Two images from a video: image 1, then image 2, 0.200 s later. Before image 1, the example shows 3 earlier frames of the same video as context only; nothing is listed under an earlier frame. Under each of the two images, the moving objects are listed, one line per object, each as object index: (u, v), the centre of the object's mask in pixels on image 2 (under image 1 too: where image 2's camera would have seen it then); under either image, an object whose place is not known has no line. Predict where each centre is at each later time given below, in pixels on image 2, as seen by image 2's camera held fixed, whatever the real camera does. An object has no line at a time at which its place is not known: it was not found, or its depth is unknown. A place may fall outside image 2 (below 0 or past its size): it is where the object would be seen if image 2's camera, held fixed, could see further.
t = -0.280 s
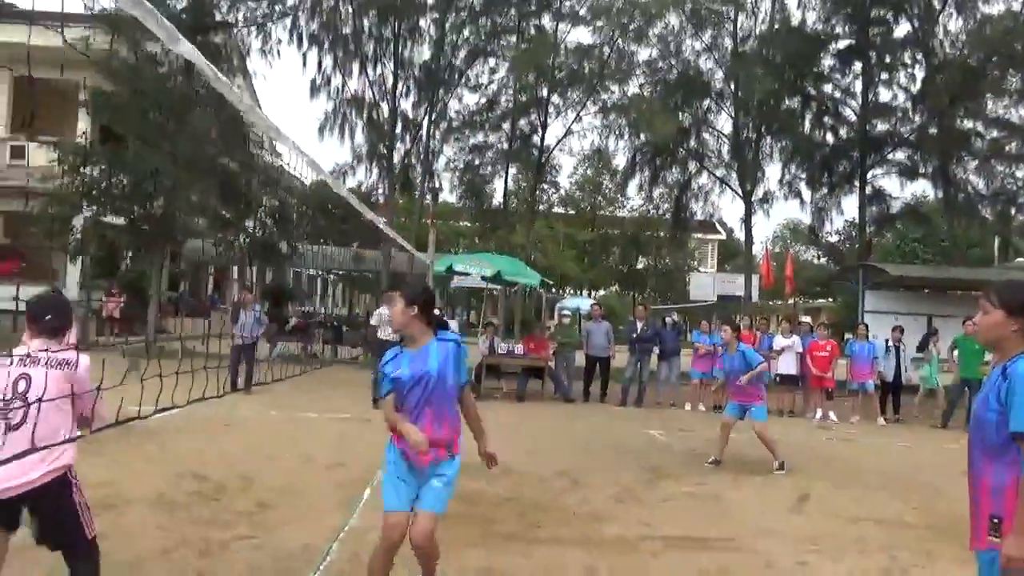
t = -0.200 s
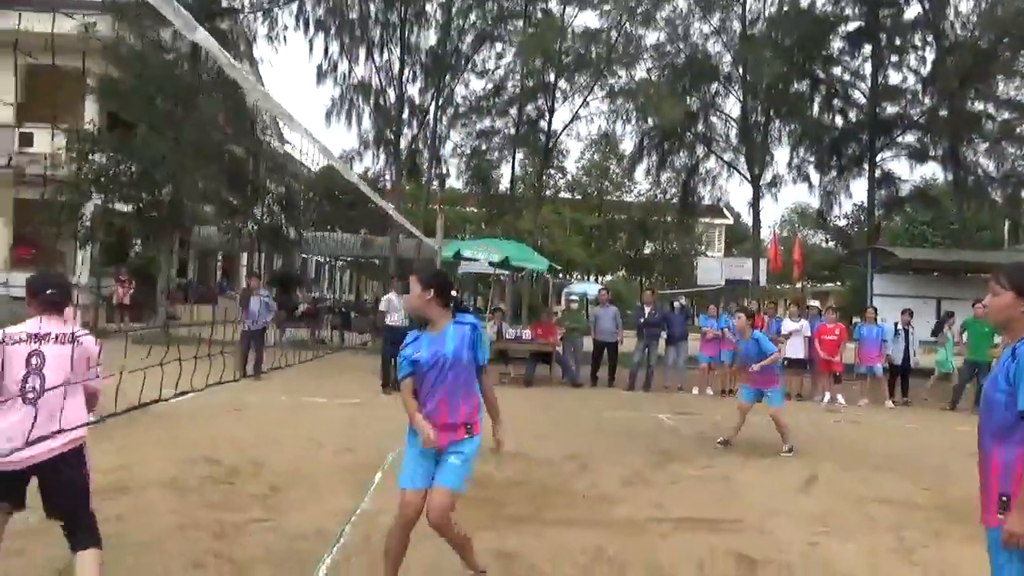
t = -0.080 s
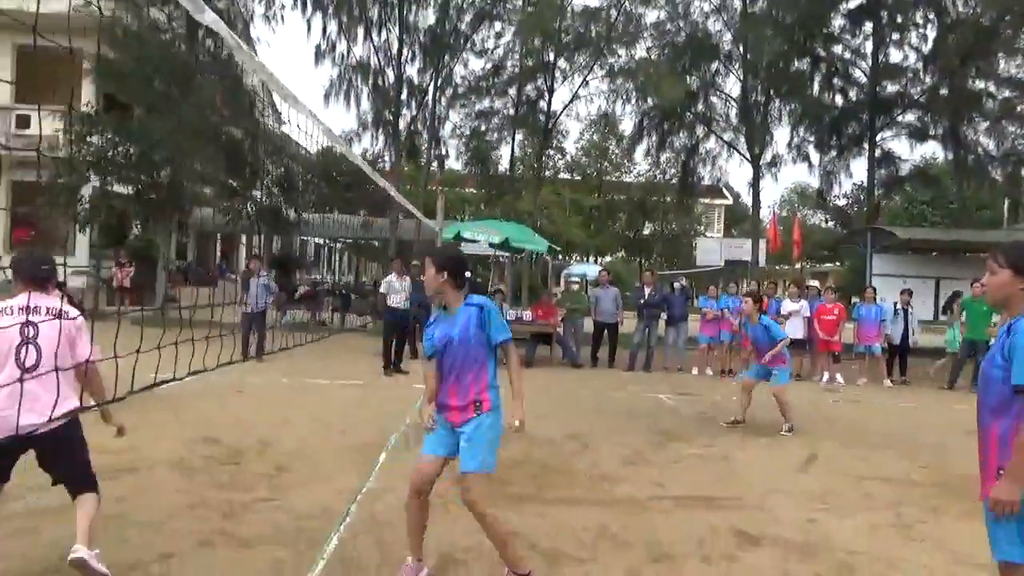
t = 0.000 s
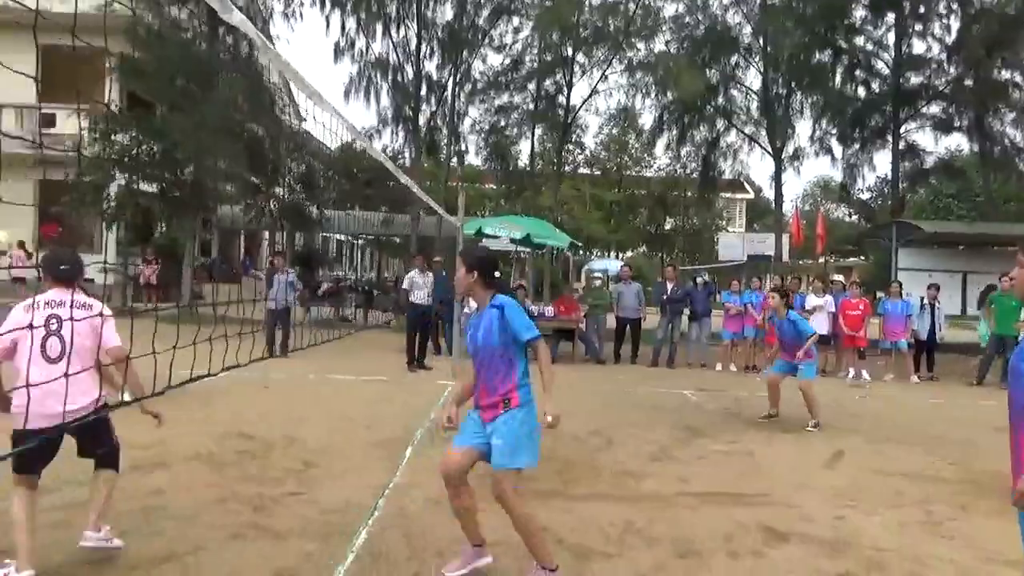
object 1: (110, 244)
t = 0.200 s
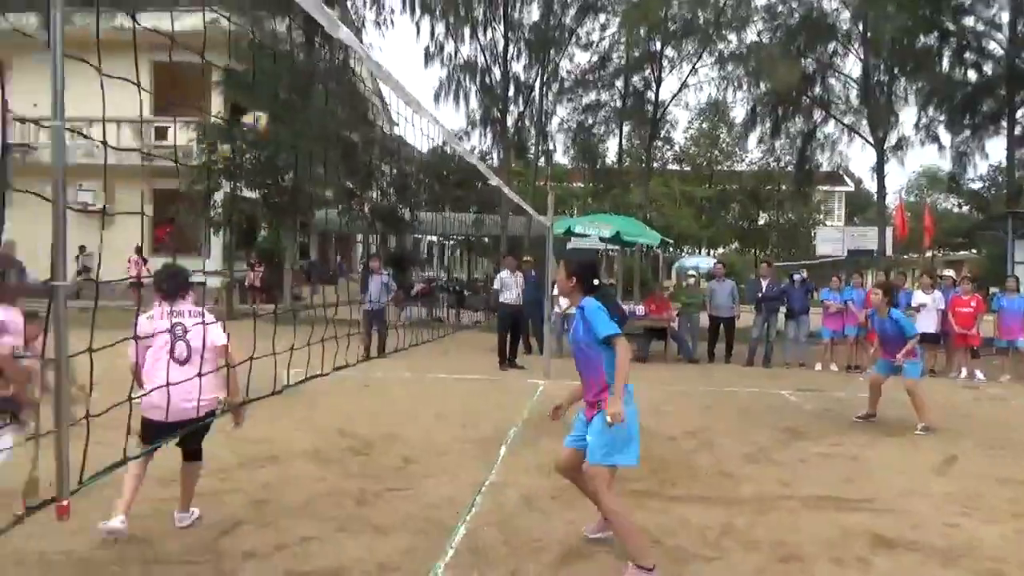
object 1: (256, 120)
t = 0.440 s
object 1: (431, 28)
